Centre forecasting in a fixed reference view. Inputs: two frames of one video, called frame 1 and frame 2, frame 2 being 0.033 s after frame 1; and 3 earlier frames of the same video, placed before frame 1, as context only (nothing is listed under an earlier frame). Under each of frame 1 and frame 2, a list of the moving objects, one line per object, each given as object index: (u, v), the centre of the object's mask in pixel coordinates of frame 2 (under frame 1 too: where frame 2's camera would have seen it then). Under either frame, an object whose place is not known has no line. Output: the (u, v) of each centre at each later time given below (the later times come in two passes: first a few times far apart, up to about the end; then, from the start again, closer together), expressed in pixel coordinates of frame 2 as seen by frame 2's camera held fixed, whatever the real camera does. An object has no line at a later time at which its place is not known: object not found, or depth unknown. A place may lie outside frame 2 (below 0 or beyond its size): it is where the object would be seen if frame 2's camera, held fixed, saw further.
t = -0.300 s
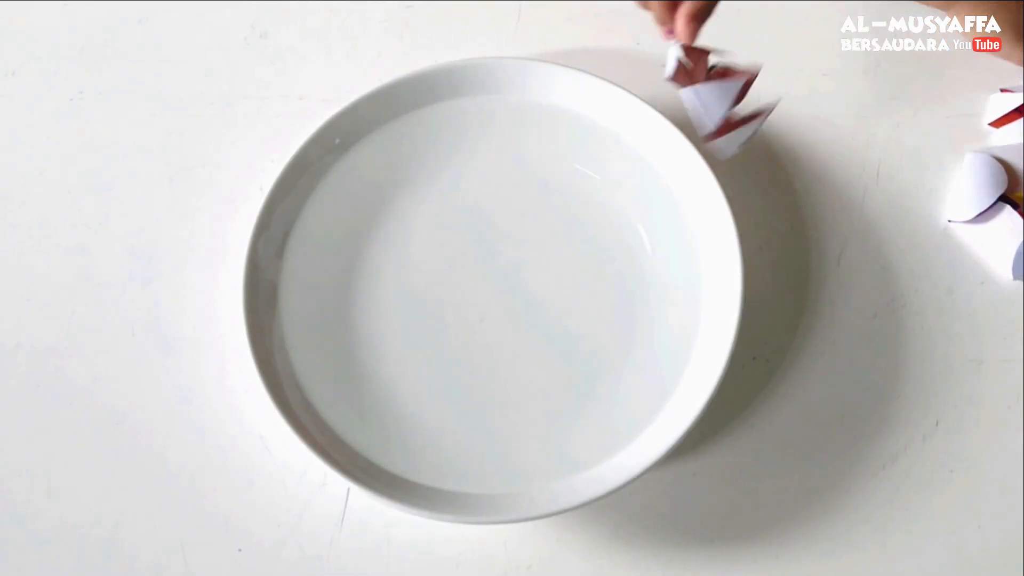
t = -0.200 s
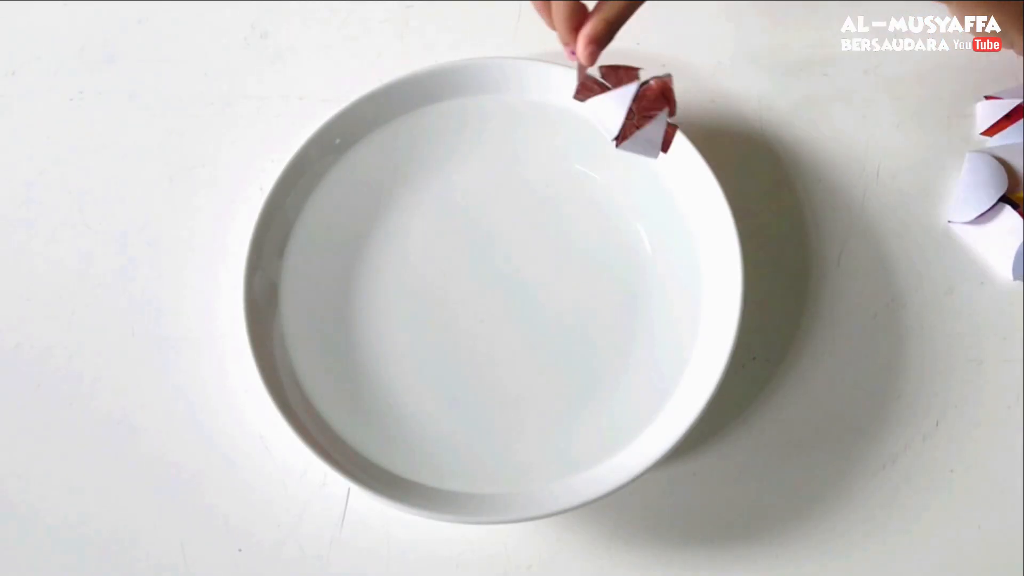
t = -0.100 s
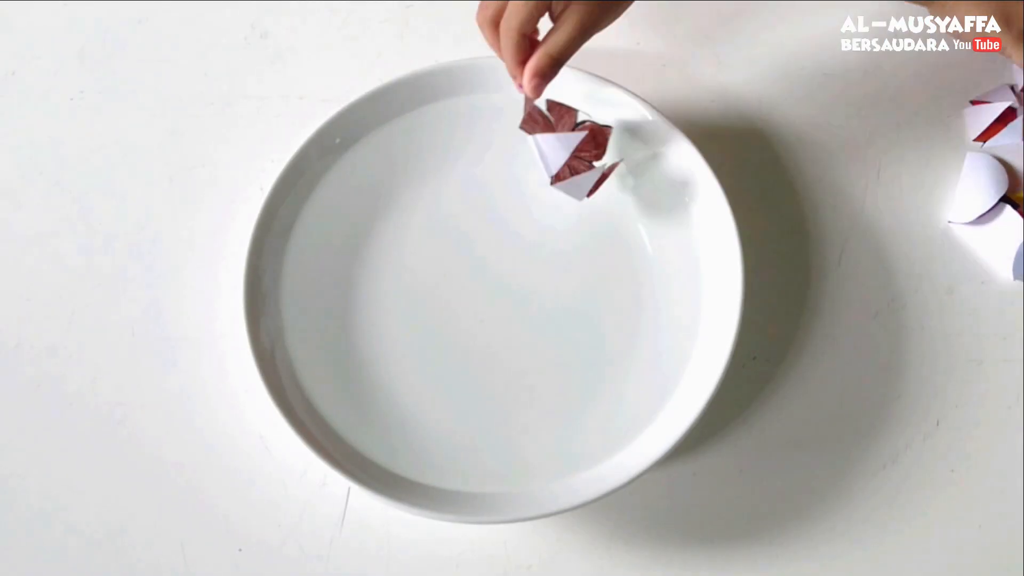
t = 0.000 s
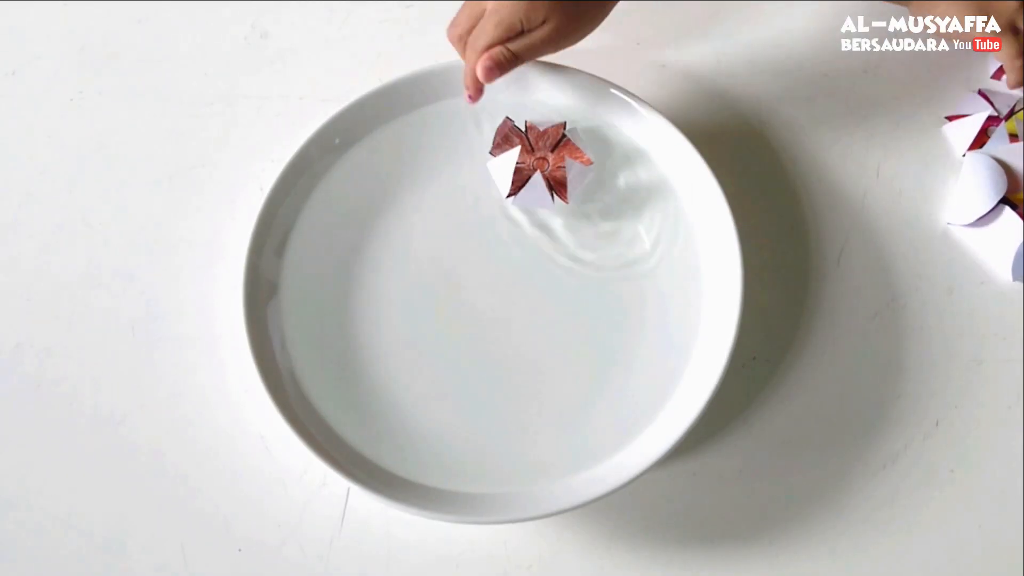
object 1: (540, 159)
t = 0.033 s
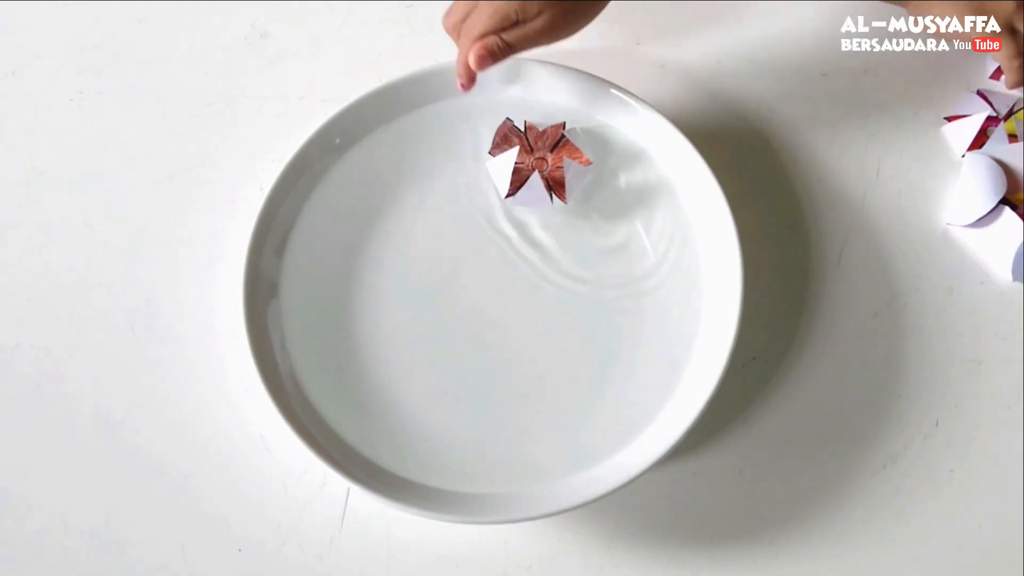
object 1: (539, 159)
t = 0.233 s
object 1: (534, 157)
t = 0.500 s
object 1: (527, 157)
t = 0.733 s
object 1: (524, 154)
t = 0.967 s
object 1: (526, 151)
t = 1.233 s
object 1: (525, 145)
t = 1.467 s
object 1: (522, 143)
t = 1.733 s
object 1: (524, 137)
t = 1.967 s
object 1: (525, 136)
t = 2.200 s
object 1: (530, 132)
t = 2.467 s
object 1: (531, 133)
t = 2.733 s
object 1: (531, 134)
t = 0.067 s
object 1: (539, 159)
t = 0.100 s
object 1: (537, 158)
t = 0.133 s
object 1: (537, 158)
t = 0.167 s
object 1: (535, 158)
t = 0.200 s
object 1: (535, 158)
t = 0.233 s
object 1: (534, 157)
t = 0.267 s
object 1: (534, 157)
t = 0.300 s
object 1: (534, 156)
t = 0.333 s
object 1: (533, 157)
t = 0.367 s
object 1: (529, 158)
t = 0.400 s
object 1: (529, 158)
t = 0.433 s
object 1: (529, 158)
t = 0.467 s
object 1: (527, 158)
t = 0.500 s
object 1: (527, 157)
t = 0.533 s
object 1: (528, 157)
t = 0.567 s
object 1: (528, 156)
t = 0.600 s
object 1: (526, 156)
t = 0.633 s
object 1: (525, 155)
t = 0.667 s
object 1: (525, 154)
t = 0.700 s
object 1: (525, 154)
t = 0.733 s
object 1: (524, 154)
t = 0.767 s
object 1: (524, 154)
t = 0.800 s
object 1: (524, 154)
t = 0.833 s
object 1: (524, 154)
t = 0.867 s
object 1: (524, 154)
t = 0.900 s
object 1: (527, 152)
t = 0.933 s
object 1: (526, 151)
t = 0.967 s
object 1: (526, 151)
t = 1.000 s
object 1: (525, 150)
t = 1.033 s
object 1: (525, 149)
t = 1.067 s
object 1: (525, 148)
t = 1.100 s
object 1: (526, 147)
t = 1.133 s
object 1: (525, 147)
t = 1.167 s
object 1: (525, 147)
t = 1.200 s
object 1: (525, 146)
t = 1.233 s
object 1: (525, 145)
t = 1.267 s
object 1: (525, 145)
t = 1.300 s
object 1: (525, 145)
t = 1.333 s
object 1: (525, 143)
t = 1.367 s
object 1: (524, 143)
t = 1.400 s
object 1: (524, 142)
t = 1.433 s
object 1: (522, 143)
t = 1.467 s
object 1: (522, 143)
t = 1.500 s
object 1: (525, 139)
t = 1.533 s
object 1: (522, 141)
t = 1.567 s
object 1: (523, 140)
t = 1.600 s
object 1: (523, 139)
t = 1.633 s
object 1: (523, 138)
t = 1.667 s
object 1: (523, 137)
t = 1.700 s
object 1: (523, 137)
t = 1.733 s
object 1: (524, 137)
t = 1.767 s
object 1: (524, 137)
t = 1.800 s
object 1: (524, 137)
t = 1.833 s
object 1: (524, 137)
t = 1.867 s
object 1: (524, 136)
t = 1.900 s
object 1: (525, 136)
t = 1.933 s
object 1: (526, 134)
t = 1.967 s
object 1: (525, 136)
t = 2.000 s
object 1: (526, 135)
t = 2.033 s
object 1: (526, 135)
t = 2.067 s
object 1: (528, 133)
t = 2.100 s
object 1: (528, 132)
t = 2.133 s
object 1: (529, 132)
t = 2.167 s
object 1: (530, 132)
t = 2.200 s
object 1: (530, 132)
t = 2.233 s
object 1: (530, 132)
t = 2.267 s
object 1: (530, 132)
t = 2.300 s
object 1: (531, 132)
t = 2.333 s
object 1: (531, 132)
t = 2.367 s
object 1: (531, 132)
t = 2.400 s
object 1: (531, 132)
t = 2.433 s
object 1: (531, 133)
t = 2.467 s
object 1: (531, 133)
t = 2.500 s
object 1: (531, 133)
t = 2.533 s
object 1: (531, 133)
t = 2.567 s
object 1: (531, 133)
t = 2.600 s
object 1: (531, 133)
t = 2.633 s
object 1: (531, 133)
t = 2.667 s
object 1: (531, 134)
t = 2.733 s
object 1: (531, 134)
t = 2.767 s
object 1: (532, 134)
